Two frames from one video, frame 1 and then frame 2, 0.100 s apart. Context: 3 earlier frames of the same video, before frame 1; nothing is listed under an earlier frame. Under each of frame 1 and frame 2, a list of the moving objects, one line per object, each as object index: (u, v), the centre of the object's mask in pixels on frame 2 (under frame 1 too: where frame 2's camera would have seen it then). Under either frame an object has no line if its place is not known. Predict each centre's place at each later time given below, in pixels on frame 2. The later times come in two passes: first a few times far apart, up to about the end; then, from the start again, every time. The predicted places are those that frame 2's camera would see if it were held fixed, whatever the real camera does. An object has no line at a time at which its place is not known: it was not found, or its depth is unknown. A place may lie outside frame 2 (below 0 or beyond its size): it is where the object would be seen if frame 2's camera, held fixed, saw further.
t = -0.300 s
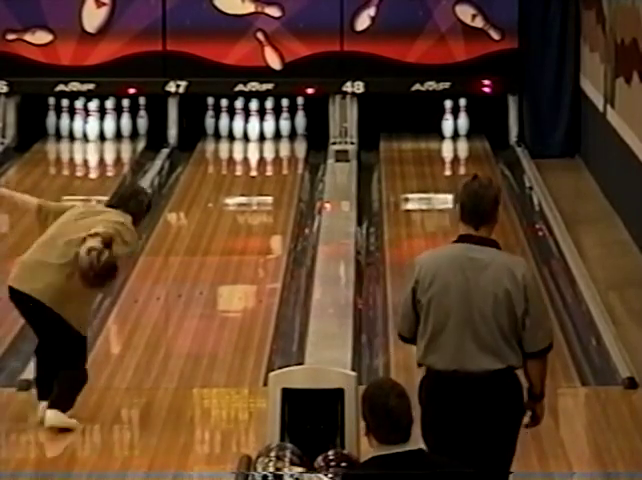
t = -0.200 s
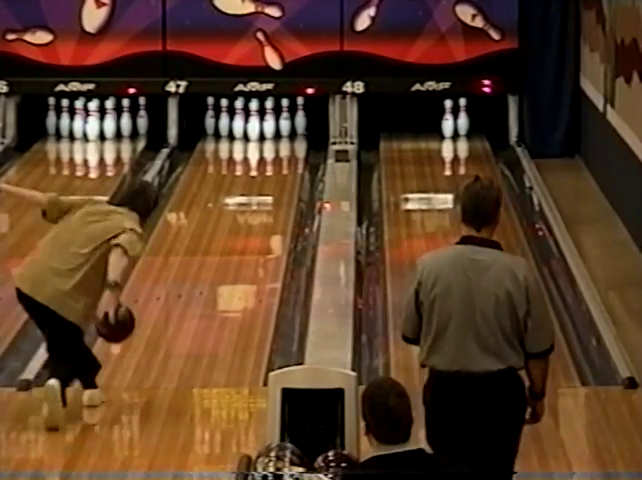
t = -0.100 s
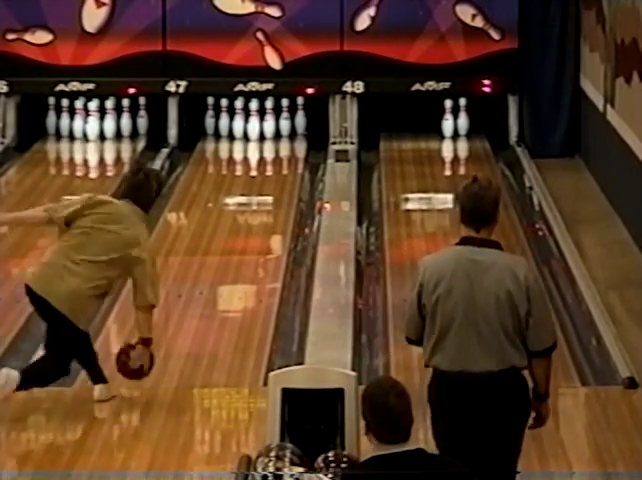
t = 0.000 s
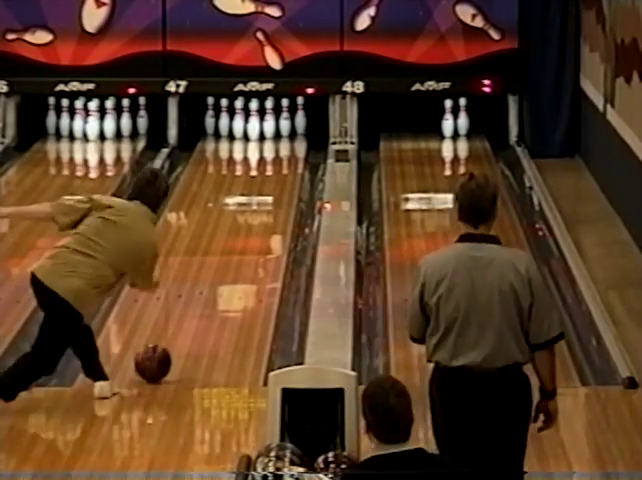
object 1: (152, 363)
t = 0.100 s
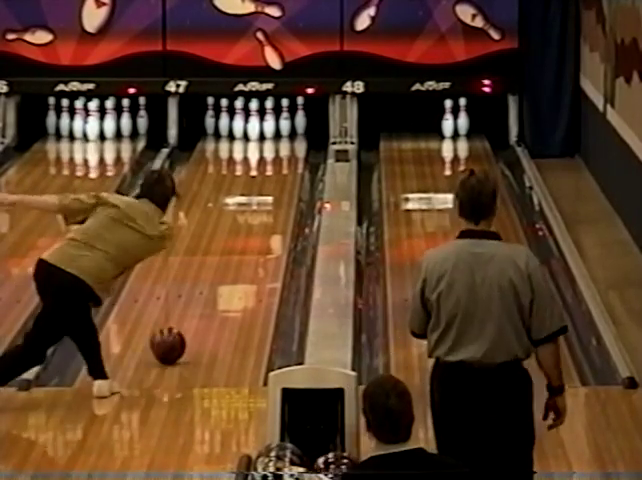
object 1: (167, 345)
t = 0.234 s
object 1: (186, 323)
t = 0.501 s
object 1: (218, 284)
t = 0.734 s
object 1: (240, 254)
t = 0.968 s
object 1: (259, 229)
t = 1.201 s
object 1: (275, 206)
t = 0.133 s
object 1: (173, 340)
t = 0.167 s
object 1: (177, 334)
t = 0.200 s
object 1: (182, 329)
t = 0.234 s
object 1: (186, 323)
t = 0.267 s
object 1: (190, 318)
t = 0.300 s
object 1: (195, 313)
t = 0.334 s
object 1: (199, 307)
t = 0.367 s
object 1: (203, 303)
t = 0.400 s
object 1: (207, 298)
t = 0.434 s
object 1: (211, 293)
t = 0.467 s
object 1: (214, 289)
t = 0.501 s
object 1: (218, 284)
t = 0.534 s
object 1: (222, 280)
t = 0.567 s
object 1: (225, 275)
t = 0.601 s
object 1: (228, 270)
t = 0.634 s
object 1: (231, 266)
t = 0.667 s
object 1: (234, 262)
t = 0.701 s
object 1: (238, 258)
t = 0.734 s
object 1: (240, 254)
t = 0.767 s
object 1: (243, 250)
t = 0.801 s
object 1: (246, 247)
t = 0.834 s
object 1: (249, 243)
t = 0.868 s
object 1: (252, 239)
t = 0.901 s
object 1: (254, 236)
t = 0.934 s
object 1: (257, 233)
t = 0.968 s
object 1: (259, 229)
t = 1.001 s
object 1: (261, 225)
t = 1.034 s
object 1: (264, 222)
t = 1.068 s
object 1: (266, 218)
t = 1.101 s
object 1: (268, 215)
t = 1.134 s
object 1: (270, 211)
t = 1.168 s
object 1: (272, 209)
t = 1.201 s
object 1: (275, 206)
